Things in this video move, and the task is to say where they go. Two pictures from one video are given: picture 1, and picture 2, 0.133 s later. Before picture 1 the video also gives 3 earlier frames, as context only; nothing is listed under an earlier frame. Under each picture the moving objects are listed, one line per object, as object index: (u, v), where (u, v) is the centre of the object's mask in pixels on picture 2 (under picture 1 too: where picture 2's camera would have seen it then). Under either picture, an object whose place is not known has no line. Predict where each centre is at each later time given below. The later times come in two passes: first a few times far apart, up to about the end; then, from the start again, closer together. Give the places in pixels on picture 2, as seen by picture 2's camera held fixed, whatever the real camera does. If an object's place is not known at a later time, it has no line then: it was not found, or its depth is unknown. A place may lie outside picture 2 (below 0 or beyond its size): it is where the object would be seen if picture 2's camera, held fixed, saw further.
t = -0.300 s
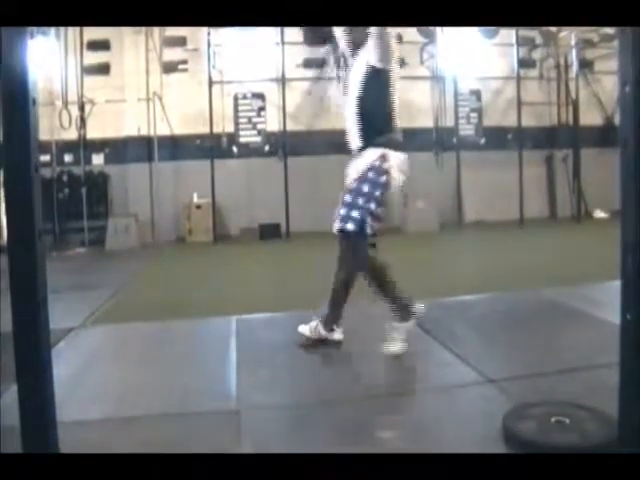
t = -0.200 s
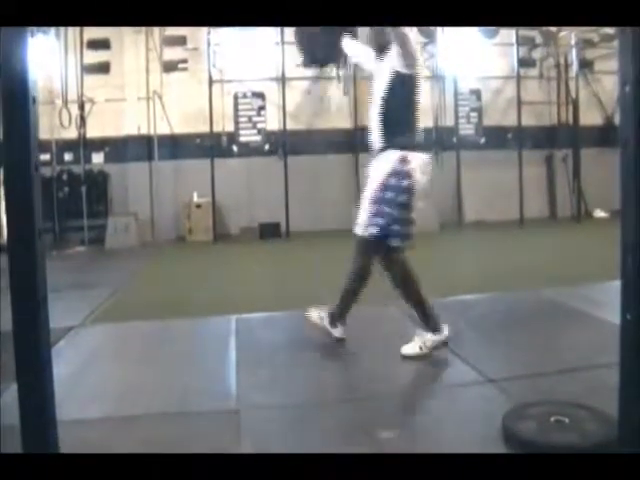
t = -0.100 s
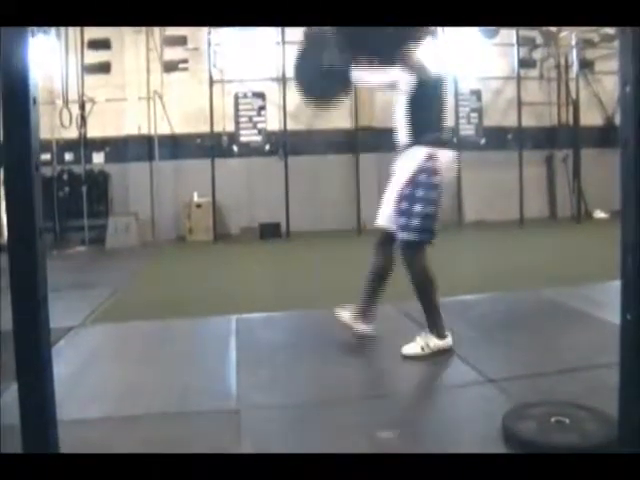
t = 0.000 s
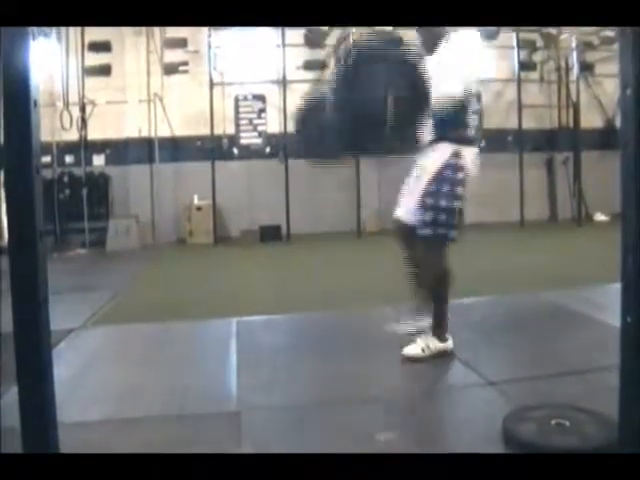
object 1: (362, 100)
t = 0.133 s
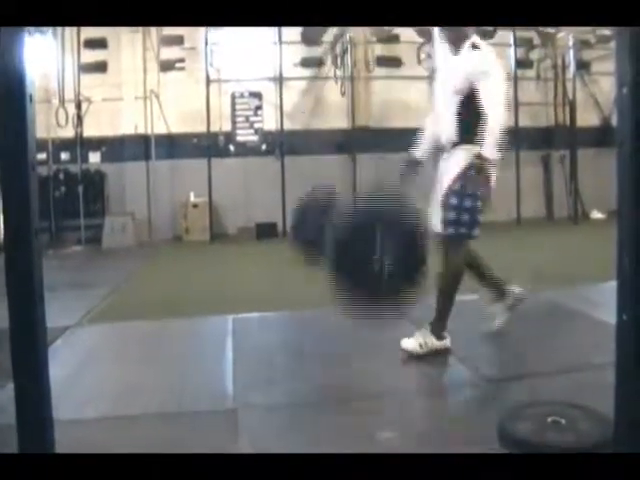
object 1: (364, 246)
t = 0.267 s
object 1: (359, 296)
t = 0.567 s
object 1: (352, 189)
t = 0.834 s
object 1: (346, 272)
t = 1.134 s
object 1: (336, 289)
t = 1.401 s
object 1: (327, 329)
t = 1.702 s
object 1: (319, 330)
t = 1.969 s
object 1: (312, 335)
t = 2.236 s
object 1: (306, 336)
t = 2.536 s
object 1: (302, 336)
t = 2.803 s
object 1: (299, 336)
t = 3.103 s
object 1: (297, 335)
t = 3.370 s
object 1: (298, 335)
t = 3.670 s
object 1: (298, 334)
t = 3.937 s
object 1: (299, 334)
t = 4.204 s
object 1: (300, 335)
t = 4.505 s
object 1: (301, 336)
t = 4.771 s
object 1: (301, 336)
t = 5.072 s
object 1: (301, 336)
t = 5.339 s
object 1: (301, 336)
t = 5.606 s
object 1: (301, 335)
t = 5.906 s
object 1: (301, 334)
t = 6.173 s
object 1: (301, 334)
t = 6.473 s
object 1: (301, 334)
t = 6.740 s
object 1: (301, 335)
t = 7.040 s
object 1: (300, 335)
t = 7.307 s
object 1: (300, 335)
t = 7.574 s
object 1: (300, 335)
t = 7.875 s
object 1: (301, 336)
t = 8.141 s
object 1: (301, 335)
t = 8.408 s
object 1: (301, 334)
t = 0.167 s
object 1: (361, 283)
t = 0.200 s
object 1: (361, 329)
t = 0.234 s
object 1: (360, 320)
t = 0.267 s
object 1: (359, 296)
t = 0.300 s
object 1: (360, 275)
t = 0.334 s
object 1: (358, 255)
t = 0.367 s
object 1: (357, 239)
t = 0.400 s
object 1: (357, 224)
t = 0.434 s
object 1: (356, 211)
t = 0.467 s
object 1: (355, 202)
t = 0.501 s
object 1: (354, 193)
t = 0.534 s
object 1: (353, 190)
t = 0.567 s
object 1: (352, 189)
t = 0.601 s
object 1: (351, 189)
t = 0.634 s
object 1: (350, 192)
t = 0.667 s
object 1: (350, 199)
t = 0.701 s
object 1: (350, 208)
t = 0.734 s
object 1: (349, 220)
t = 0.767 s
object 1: (348, 235)
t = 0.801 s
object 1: (348, 252)
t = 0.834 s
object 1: (346, 272)
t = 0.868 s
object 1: (345, 295)
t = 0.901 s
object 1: (343, 315)
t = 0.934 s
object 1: (341, 333)
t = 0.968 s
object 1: (340, 327)
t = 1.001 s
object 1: (339, 313)
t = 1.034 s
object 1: (338, 303)
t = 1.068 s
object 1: (337, 296)
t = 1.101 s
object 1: (337, 291)
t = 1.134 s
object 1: (336, 289)
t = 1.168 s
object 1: (336, 290)
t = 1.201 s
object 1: (335, 291)
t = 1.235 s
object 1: (334, 297)
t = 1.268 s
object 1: (333, 305)
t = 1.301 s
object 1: (332, 314)
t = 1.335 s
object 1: (330, 322)
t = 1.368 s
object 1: (328, 331)
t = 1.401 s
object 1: (327, 329)
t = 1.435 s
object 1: (327, 323)
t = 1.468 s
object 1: (326, 321)
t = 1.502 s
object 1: (326, 321)
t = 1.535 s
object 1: (325, 322)
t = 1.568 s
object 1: (323, 324)
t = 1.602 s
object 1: (322, 328)
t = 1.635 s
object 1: (321, 333)
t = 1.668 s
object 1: (320, 331)
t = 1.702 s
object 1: (319, 330)
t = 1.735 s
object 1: (319, 330)
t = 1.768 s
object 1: (318, 331)
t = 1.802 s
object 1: (317, 334)
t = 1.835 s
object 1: (316, 333)
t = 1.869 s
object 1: (315, 333)
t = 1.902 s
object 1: (314, 335)
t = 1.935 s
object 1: (313, 335)
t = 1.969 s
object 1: (312, 335)
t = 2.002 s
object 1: (311, 335)
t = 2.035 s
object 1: (311, 335)
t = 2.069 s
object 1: (310, 335)
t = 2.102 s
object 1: (309, 336)
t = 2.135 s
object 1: (308, 336)
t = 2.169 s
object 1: (308, 336)
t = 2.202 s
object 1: (307, 336)
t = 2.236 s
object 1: (306, 336)
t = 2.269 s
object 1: (306, 336)
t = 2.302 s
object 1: (305, 336)
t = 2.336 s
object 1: (304, 336)
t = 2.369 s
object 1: (304, 336)
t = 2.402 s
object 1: (303, 336)
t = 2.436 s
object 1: (303, 336)
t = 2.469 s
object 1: (302, 336)
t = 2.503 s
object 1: (302, 336)
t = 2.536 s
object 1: (302, 336)
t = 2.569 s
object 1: (301, 336)
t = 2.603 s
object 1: (301, 336)
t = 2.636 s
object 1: (300, 336)
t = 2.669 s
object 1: (300, 336)
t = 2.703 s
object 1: (300, 336)
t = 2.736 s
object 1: (299, 336)
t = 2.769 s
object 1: (299, 336)
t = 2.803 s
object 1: (299, 336)
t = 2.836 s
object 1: (298, 336)
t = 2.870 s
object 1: (298, 336)
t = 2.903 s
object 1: (298, 336)
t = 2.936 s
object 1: (298, 336)
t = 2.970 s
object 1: (298, 336)
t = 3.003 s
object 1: (297, 336)
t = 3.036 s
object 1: (297, 336)
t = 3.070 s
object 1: (297, 336)
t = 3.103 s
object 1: (297, 335)
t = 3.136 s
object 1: (297, 335)
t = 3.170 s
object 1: (297, 335)
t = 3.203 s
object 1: (297, 335)
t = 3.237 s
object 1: (298, 335)
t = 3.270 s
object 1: (297, 335)
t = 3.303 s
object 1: (298, 335)
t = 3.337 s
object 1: (298, 335)
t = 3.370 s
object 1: (298, 335)
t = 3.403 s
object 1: (298, 335)
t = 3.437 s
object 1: (298, 335)
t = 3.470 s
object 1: (298, 335)
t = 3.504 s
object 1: (298, 335)
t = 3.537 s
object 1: (298, 335)
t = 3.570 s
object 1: (298, 335)
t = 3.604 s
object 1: (298, 334)
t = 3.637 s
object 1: (298, 334)
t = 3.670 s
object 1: (298, 334)
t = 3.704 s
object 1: (299, 334)
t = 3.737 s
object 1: (299, 335)
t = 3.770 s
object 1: (299, 335)
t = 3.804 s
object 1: (299, 335)
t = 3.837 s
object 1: (299, 334)
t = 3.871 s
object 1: (299, 334)
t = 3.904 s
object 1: (299, 334)
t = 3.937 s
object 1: (299, 334)
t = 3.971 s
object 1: (299, 334)
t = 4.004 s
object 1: (300, 334)
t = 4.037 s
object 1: (300, 335)
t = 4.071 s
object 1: (300, 335)
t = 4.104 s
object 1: (300, 334)
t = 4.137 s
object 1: (300, 335)
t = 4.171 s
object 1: (300, 335)
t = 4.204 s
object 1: (300, 335)
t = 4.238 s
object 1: (300, 335)
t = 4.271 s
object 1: (300, 335)
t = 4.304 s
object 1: (300, 335)
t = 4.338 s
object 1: (300, 335)
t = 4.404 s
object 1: (301, 335)
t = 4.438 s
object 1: (301, 335)
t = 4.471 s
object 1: (300, 335)
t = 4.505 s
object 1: (301, 336)
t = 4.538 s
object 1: (301, 336)
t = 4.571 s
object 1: (301, 336)
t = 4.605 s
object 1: (301, 336)
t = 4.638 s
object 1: (301, 336)
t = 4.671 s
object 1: (301, 337)
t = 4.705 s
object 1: (301, 337)
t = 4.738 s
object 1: (301, 337)
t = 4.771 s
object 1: (301, 336)
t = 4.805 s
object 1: (301, 337)
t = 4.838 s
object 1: (301, 337)
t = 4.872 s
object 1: (301, 336)
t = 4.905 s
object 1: (301, 336)
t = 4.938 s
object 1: (300, 336)
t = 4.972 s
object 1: (300, 335)
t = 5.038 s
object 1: (301, 336)
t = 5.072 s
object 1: (301, 336)
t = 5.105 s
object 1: (301, 336)
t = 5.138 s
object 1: (301, 336)
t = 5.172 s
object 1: (301, 336)
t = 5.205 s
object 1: (301, 335)
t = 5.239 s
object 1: (301, 335)
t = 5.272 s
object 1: (301, 335)
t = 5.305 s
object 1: (301, 336)
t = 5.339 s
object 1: (301, 336)
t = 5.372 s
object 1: (301, 336)
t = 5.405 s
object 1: (301, 336)
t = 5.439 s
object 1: (300, 335)
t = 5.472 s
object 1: (300, 335)
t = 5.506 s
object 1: (301, 335)
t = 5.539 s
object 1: (301, 335)
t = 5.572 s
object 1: (301, 335)
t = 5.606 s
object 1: (301, 335)
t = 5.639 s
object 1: (301, 334)
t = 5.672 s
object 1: (301, 334)
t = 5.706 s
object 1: (301, 334)
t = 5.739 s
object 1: (301, 335)
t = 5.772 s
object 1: (301, 334)
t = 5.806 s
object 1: (301, 335)
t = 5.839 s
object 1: (301, 334)
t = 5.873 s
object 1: (301, 334)
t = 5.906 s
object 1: (301, 334)
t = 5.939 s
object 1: (301, 334)
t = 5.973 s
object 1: (301, 334)
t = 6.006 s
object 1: (301, 334)
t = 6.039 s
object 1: (301, 334)
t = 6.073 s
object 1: (301, 334)
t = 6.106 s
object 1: (301, 334)
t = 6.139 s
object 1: (301, 334)
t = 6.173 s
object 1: (301, 334)
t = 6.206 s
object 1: (301, 334)
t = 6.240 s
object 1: (301, 335)
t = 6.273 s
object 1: (301, 335)
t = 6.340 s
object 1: (301, 335)
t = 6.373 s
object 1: (301, 335)
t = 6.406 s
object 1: (301, 335)
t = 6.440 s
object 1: (301, 335)
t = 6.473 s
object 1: (301, 334)
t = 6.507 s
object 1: (300, 334)
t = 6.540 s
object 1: (300, 335)
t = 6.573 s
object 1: (301, 335)
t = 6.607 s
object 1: (301, 335)
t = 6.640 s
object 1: (301, 335)
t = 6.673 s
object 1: (301, 335)
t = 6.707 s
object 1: (301, 335)
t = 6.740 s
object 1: (301, 335)
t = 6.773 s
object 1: (300, 335)
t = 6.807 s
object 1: (300, 335)
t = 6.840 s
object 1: (300, 335)
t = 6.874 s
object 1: (300, 335)
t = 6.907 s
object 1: (300, 335)
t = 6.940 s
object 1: (300, 335)
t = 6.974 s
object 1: (300, 335)
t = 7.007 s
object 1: (300, 335)
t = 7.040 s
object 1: (300, 335)
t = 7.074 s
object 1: (300, 335)
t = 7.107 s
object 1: (301, 335)
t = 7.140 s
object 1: (301, 335)
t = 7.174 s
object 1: (300, 335)
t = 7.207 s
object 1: (300, 335)
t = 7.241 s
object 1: (300, 335)
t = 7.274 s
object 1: (300, 335)
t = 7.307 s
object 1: (300, 335)
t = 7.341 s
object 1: (300, 335)
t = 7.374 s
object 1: (300, 335)
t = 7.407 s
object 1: (300, 335)
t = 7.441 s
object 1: (300, 335)
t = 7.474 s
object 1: (300, 335)
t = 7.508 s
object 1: (300, 335)
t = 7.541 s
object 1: (300, 335)
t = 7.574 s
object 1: (300, 335)
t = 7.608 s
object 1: (300, 335)
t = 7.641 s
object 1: (300, 335)
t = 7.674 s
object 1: (300, 335)
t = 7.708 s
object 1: (300, 335)
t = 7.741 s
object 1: (301, 335)
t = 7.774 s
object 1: (301, 335)
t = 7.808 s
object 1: (301, 336)
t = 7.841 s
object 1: (301, 336)
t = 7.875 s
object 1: (301, 336)
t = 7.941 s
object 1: (301, 336)
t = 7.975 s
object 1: (301, 336)
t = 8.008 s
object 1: (301, 335)
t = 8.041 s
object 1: (301, 335)
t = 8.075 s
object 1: (301, 335)
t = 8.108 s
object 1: (301, 335)
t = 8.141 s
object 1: (301, 335)
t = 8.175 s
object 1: (301, 335)
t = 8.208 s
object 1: (301, 335)
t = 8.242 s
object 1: (301, 335)
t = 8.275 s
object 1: (301, 335)
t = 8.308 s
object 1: (301, 335)
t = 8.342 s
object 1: (301, 335)
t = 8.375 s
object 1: (301, 334)
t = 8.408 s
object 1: (301, 334)
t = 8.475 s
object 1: (301, 334)
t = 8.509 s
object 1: (301, 335)
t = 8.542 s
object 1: (301, 335)
